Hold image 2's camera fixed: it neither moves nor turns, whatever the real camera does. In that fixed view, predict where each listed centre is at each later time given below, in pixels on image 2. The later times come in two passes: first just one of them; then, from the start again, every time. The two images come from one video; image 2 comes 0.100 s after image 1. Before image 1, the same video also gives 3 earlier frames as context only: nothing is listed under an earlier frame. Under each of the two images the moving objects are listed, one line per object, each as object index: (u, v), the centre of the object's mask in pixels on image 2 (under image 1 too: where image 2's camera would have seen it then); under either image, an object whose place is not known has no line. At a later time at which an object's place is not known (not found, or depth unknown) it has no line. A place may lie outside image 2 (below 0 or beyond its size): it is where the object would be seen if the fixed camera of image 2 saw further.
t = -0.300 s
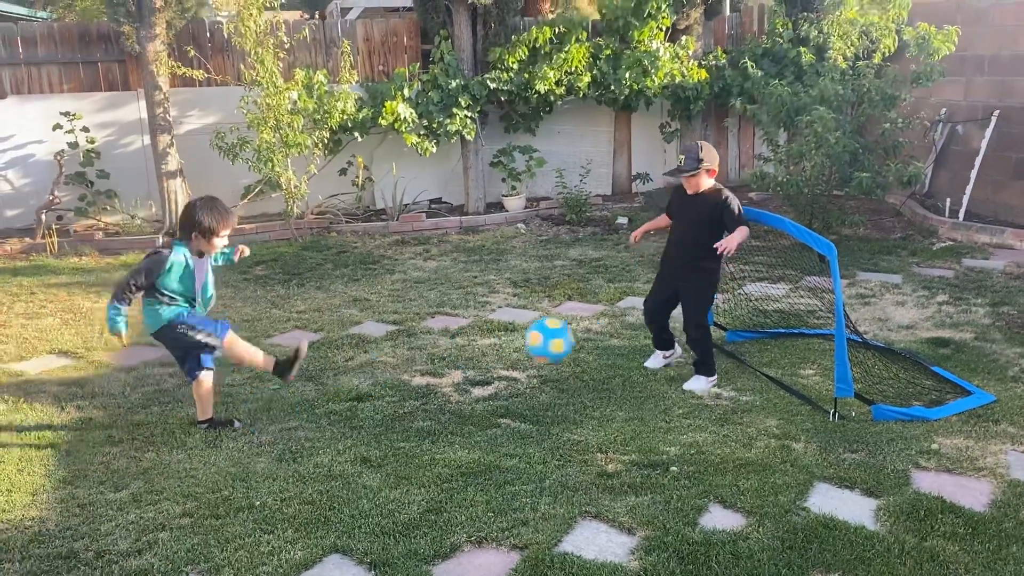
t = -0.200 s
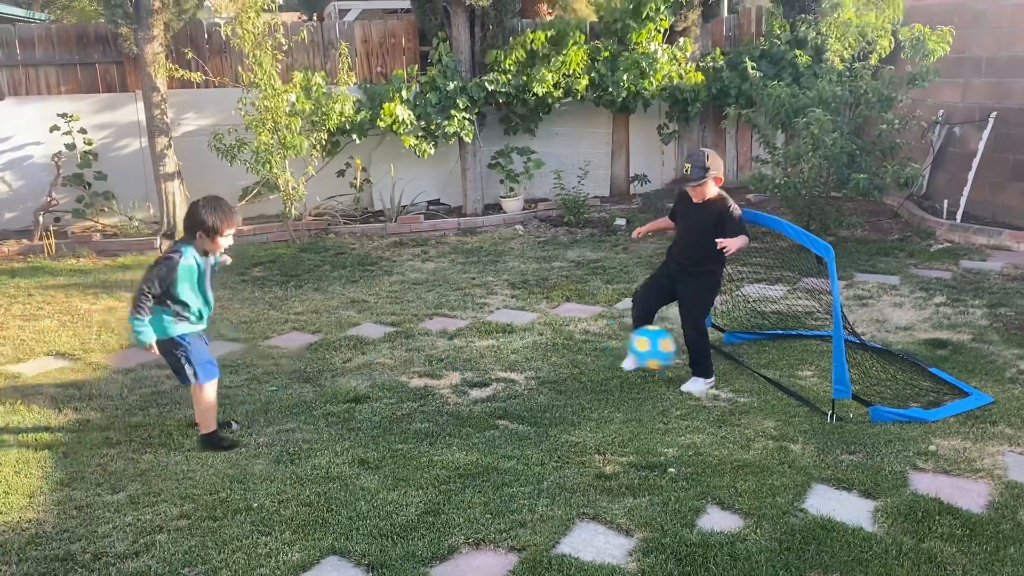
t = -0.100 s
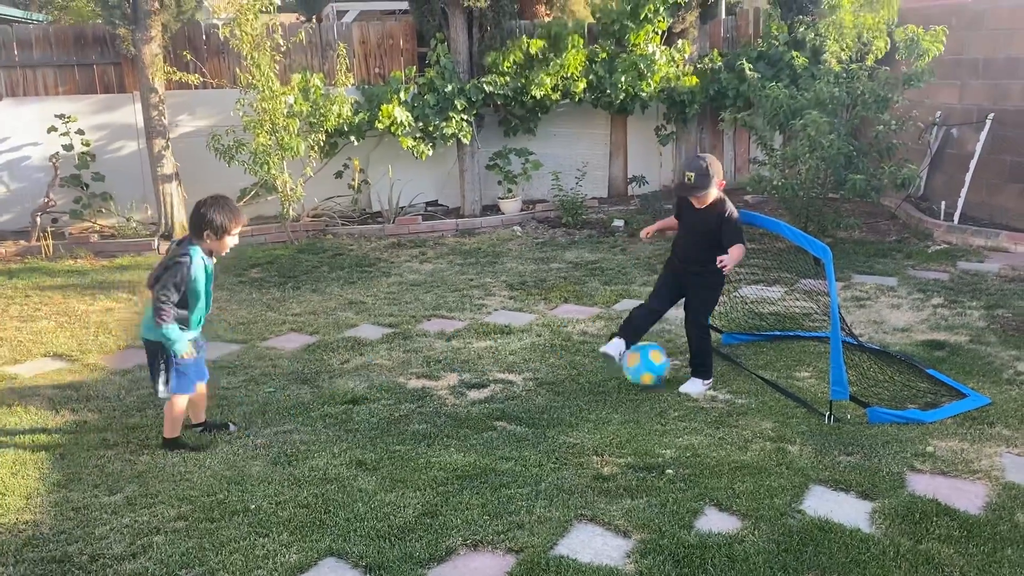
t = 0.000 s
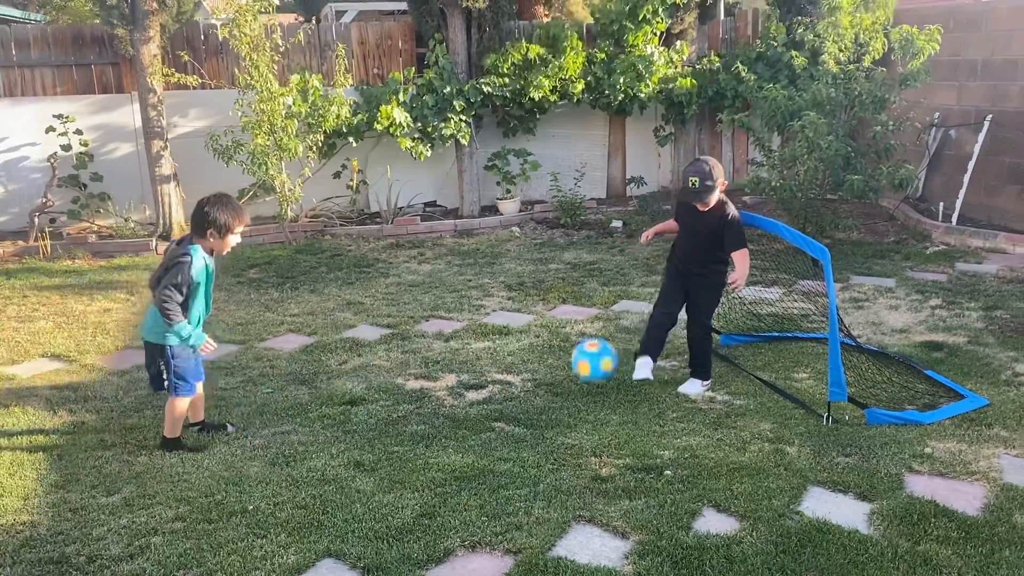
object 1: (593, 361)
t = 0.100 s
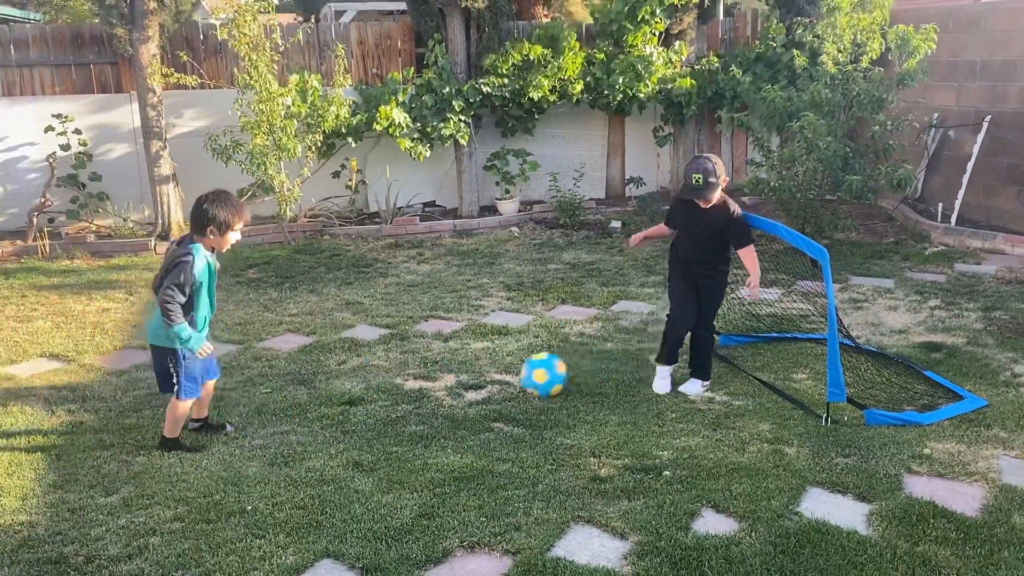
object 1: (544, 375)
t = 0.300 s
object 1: (450, 380)
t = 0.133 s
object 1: (528, 372)
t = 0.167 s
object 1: (512, 372)
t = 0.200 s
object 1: (497, 373)
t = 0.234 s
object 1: (480, 377)
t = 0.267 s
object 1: (466, 380)
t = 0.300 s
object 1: (450, 380)
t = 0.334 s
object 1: (435, 378)
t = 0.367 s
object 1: (420, 379)
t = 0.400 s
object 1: (405, 379)
